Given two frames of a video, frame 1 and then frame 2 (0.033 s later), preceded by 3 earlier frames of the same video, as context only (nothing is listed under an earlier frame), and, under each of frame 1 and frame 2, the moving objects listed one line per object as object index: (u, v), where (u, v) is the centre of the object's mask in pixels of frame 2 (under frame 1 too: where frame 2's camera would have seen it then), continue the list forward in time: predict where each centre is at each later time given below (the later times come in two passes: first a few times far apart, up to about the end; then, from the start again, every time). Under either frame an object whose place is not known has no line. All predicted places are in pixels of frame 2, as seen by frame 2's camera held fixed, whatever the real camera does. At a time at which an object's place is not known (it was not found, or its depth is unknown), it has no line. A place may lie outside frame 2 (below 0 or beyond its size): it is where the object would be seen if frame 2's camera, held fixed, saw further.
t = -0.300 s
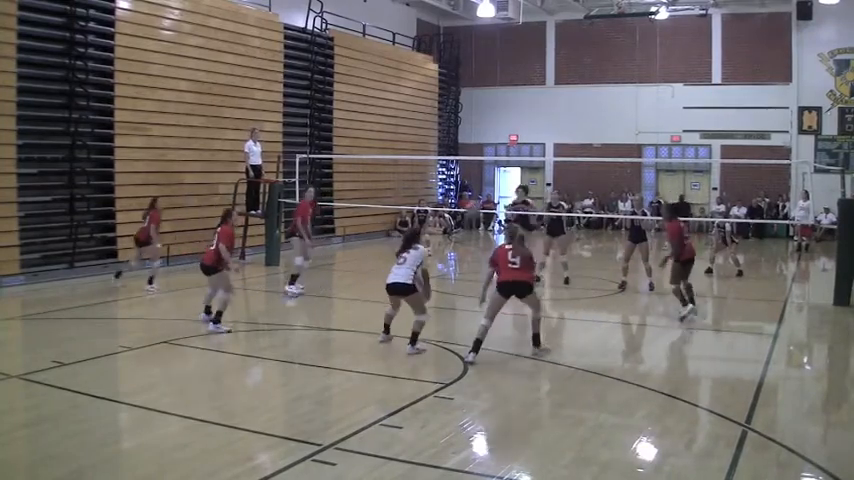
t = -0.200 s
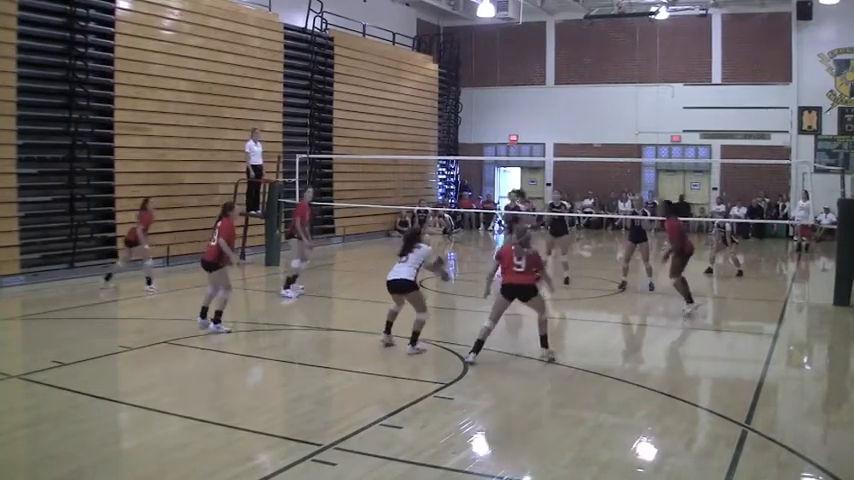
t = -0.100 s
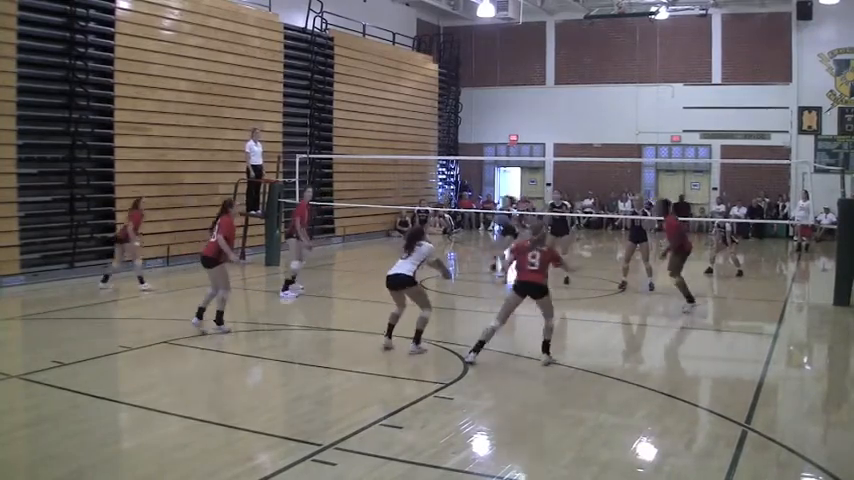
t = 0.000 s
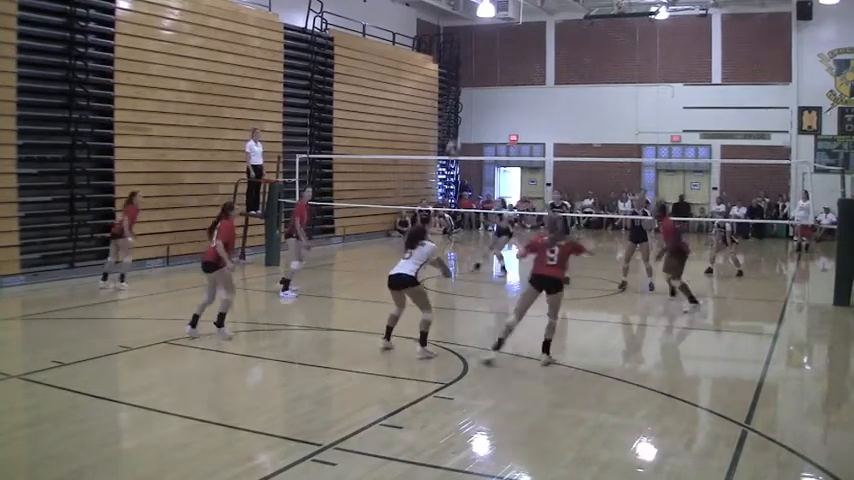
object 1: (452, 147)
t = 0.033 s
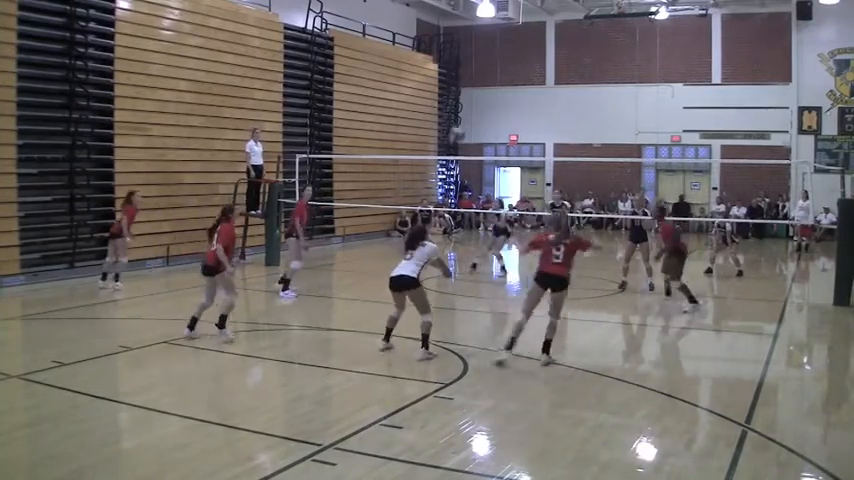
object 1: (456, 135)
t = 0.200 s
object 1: (466, 78)
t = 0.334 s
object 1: (472, 53)
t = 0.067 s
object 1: (459, 120)
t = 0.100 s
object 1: (459, 108)
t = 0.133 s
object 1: (463, 97)
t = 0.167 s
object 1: (464, 86)
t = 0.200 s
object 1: (466, 78)
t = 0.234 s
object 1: (468, 71)
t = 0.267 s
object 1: (469, 63)
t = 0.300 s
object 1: (470, 57)
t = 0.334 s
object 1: (472, 53)
